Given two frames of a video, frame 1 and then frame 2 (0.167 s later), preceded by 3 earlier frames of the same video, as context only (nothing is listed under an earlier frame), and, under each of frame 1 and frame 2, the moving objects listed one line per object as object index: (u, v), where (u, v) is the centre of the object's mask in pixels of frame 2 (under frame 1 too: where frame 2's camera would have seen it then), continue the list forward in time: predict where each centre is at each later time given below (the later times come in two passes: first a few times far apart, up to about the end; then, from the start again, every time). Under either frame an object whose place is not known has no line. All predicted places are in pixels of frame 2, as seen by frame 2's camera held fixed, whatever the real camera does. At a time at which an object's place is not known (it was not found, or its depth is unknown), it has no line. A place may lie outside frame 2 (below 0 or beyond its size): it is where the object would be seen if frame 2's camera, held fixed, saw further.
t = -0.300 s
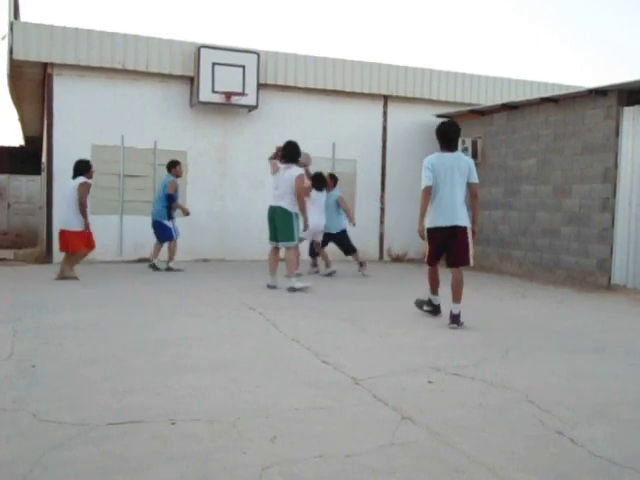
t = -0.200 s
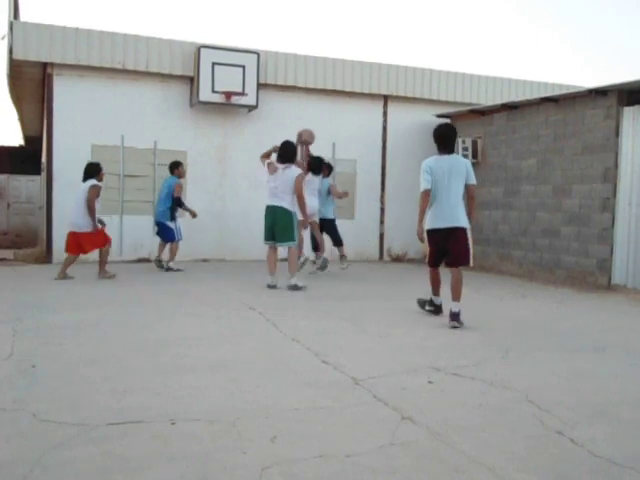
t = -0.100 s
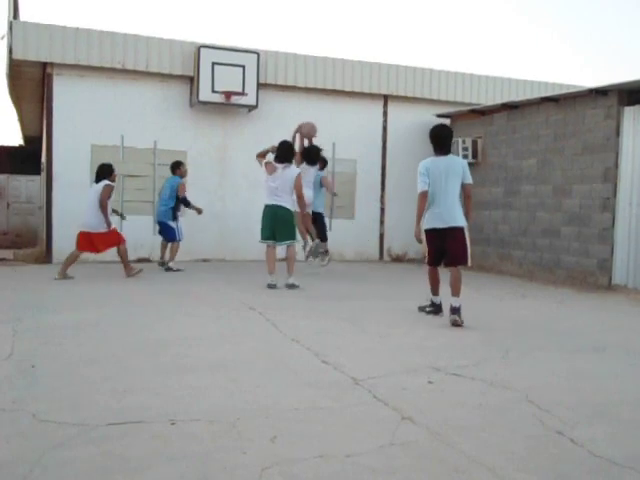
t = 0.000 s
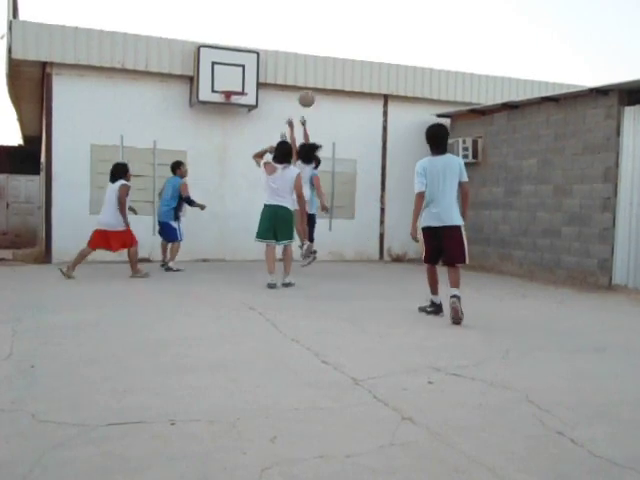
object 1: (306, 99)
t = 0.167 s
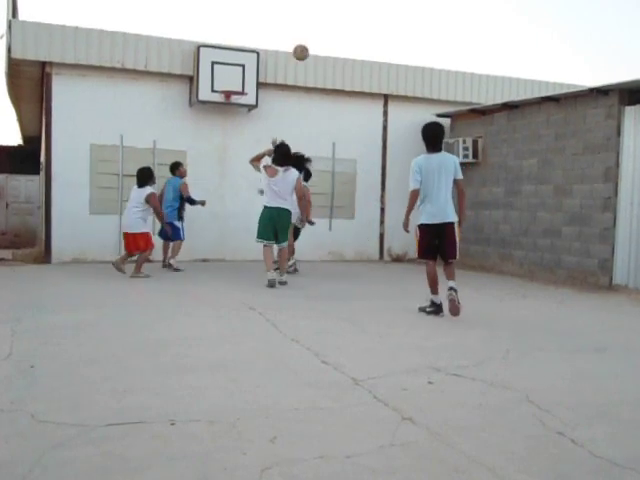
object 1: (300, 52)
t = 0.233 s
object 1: (298, 39)
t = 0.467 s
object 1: (290, 19)
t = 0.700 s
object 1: (281, 36)
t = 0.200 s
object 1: (299, 45)
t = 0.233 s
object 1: (298, 39)
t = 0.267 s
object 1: (297, 34)
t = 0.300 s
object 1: (296, 30)
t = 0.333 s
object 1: (295, 26)
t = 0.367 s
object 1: (293, 23)
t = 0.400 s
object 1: (292, 21)
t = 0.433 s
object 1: (291, 20)
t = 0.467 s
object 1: (290, 19)
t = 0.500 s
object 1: (289, 20)
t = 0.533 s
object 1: (288, 21)
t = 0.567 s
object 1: (286, 23)
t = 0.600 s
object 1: (285, 25)
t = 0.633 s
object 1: (284, 28)
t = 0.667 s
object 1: (283, 32)
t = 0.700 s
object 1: (281, 36)
